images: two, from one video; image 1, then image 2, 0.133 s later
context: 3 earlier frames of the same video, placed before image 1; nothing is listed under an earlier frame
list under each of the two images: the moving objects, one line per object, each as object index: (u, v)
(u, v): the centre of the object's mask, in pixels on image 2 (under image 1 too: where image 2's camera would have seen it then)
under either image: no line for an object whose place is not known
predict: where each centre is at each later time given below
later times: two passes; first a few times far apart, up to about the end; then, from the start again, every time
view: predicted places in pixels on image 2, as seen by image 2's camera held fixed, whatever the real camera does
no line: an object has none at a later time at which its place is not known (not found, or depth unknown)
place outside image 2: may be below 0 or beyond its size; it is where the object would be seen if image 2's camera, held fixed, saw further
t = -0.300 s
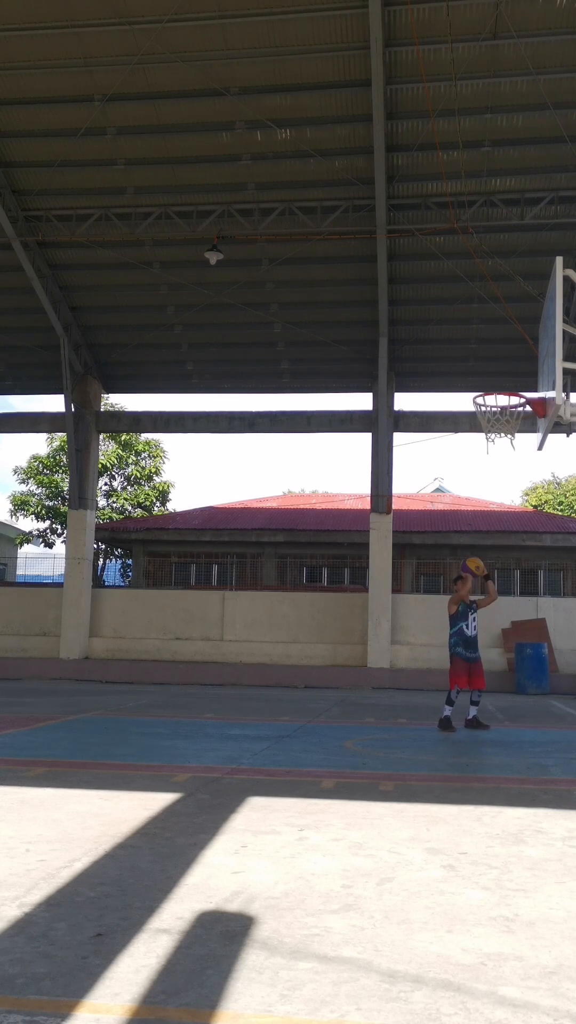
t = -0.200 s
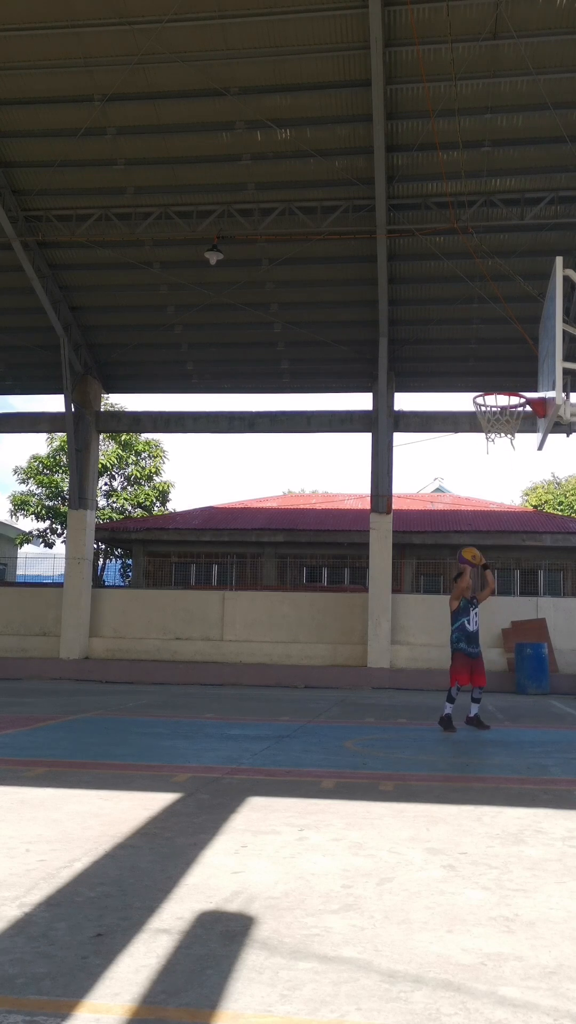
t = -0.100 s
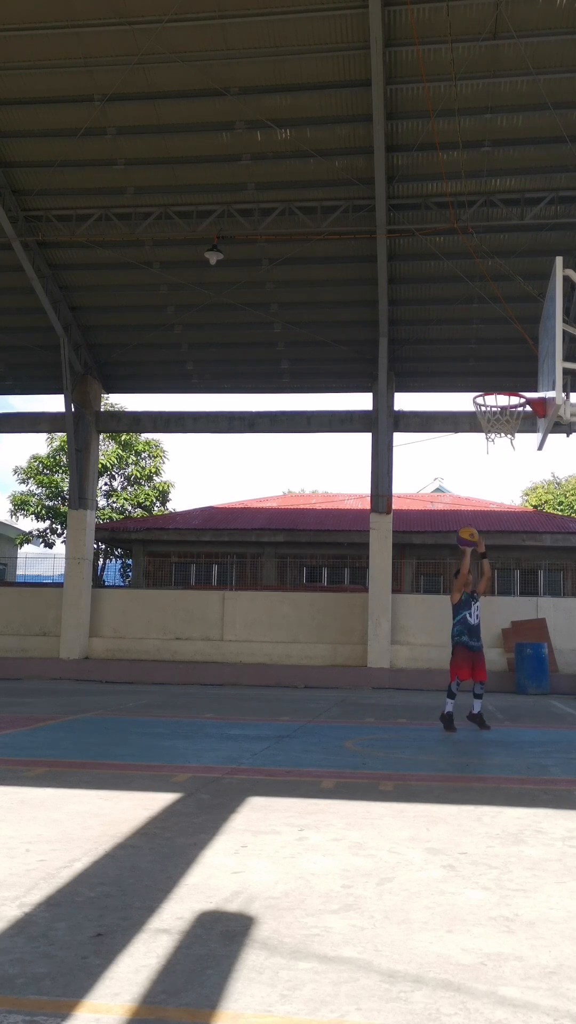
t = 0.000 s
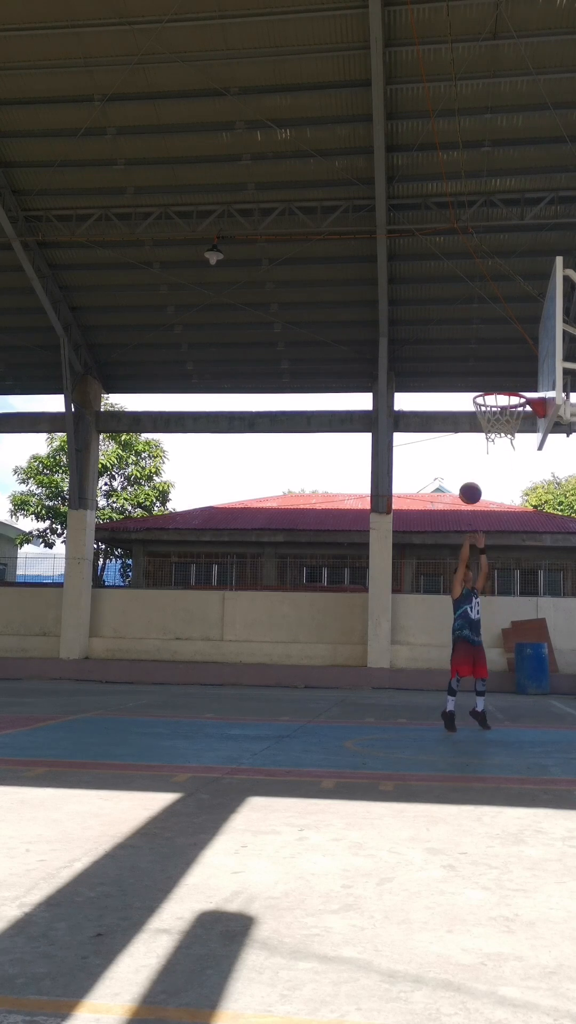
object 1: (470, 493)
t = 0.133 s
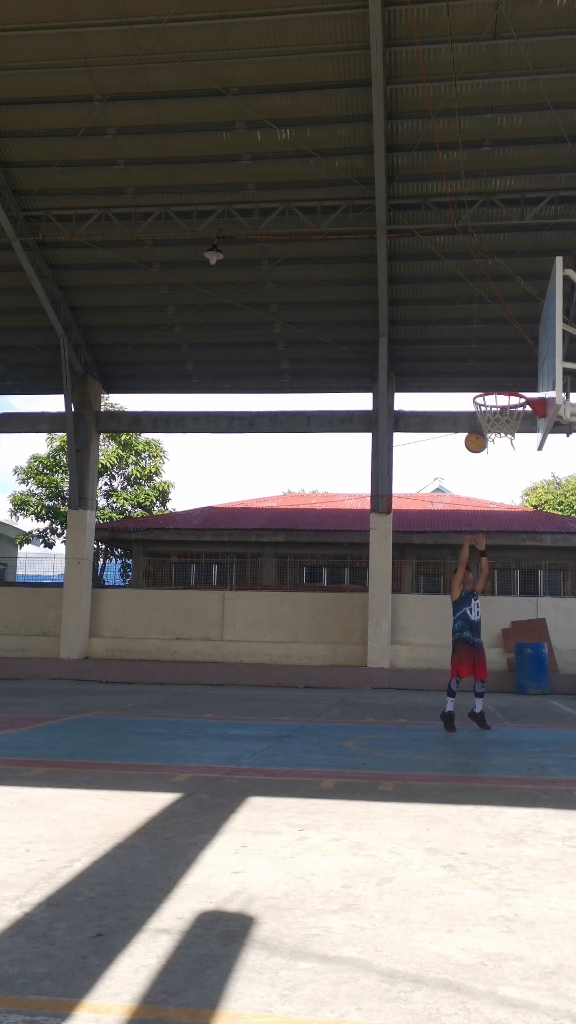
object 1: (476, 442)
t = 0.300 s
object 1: (484, 396)
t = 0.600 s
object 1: (498, 385)
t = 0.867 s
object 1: (505, 428)
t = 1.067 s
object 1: (499, 467)
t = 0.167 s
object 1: (476, 433)
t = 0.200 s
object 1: (475, 424)
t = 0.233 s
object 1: (476, 413)
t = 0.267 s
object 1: (482, 404)
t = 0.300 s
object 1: (484, 396)
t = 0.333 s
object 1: (485, 393)
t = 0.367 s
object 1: (487, 389)
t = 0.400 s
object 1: (489, 385)
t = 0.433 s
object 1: (491, 383)
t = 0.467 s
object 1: (492, 381)
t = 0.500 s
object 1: (493, 380)
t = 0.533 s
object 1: (494, 381)
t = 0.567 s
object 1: (496, 382)
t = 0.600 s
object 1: (498, 385)
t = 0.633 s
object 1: (499, 389)
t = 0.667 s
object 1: (500, 399)
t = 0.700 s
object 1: (502, 404)
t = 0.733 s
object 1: (504, 408)
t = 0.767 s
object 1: (506, 419)
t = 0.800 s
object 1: (506, 423)
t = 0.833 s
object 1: (505, 429)
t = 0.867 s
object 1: (505, 428)
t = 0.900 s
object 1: (504, 430)
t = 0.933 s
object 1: (503, 435)
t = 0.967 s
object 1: (502, 441)
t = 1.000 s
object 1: (501, 448)
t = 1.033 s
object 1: (500, 457)
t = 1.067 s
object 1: (499, 467)
